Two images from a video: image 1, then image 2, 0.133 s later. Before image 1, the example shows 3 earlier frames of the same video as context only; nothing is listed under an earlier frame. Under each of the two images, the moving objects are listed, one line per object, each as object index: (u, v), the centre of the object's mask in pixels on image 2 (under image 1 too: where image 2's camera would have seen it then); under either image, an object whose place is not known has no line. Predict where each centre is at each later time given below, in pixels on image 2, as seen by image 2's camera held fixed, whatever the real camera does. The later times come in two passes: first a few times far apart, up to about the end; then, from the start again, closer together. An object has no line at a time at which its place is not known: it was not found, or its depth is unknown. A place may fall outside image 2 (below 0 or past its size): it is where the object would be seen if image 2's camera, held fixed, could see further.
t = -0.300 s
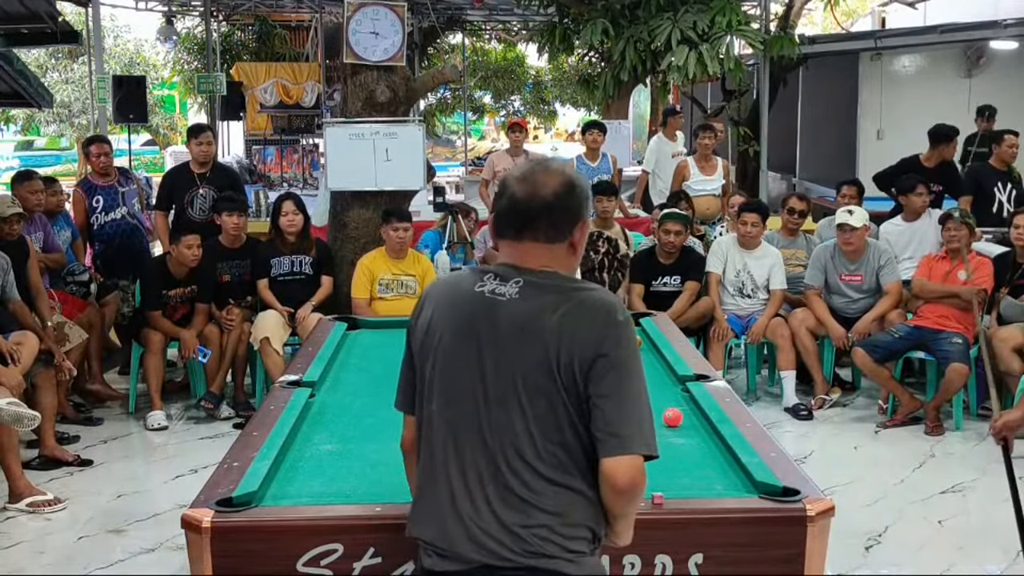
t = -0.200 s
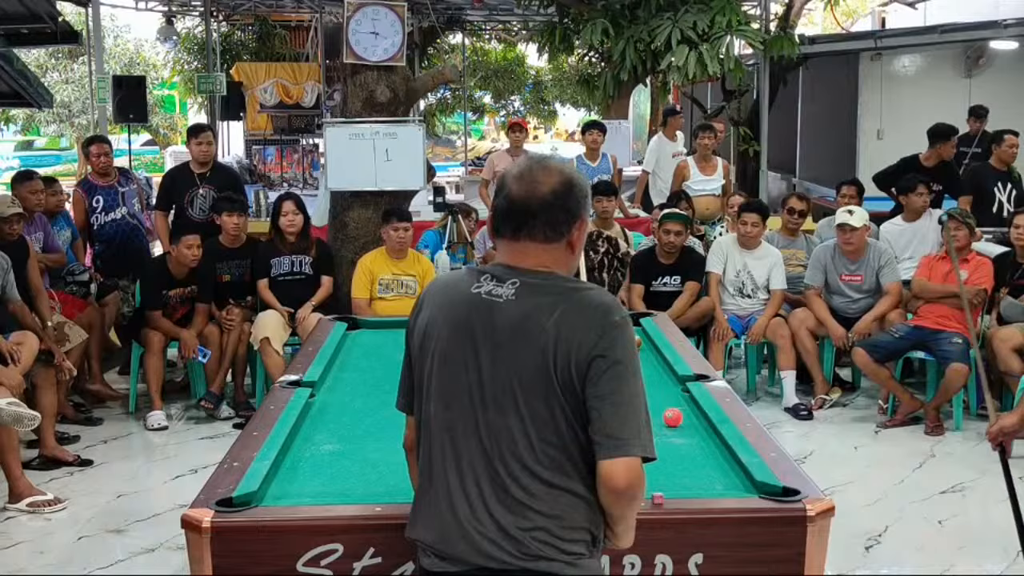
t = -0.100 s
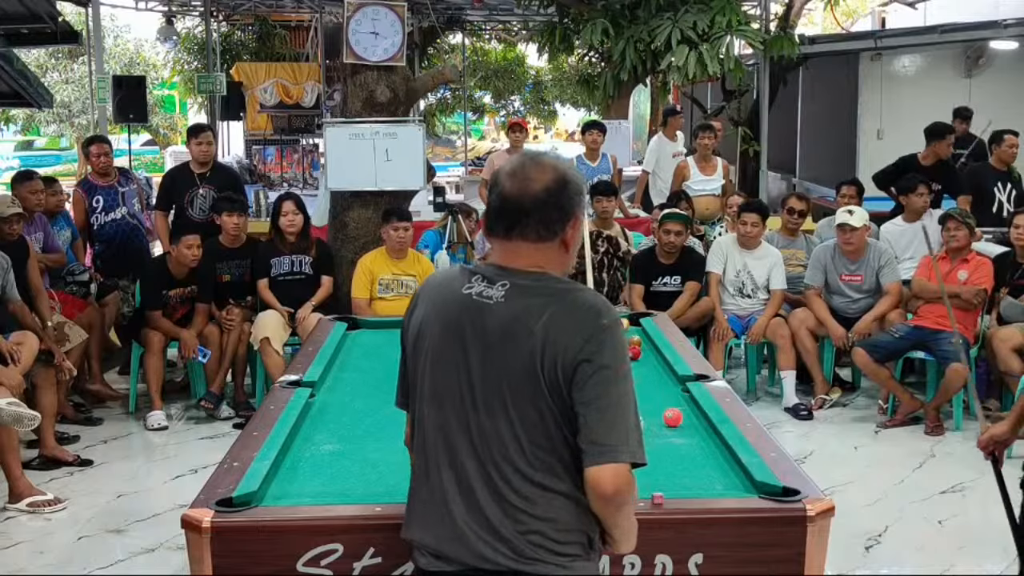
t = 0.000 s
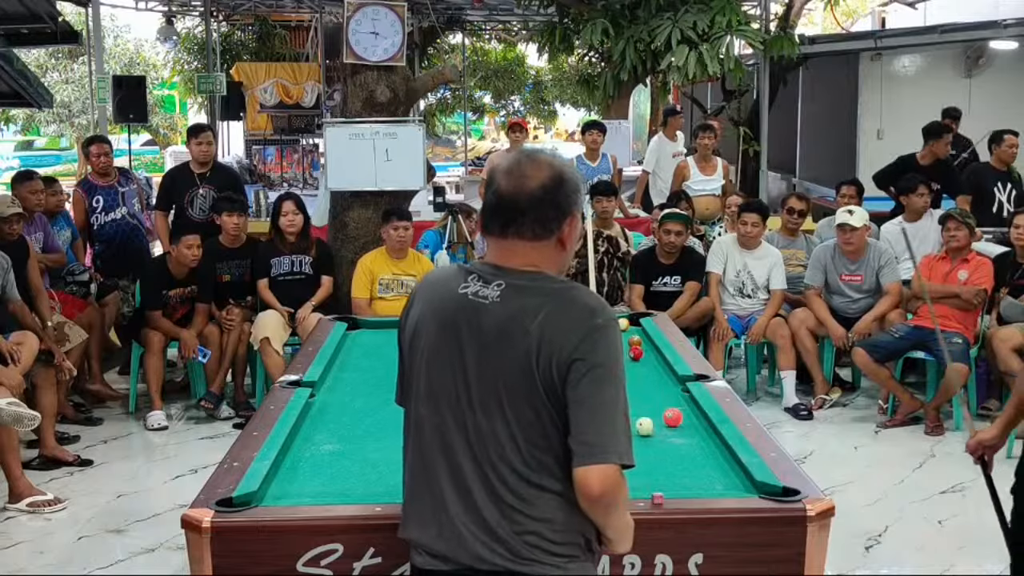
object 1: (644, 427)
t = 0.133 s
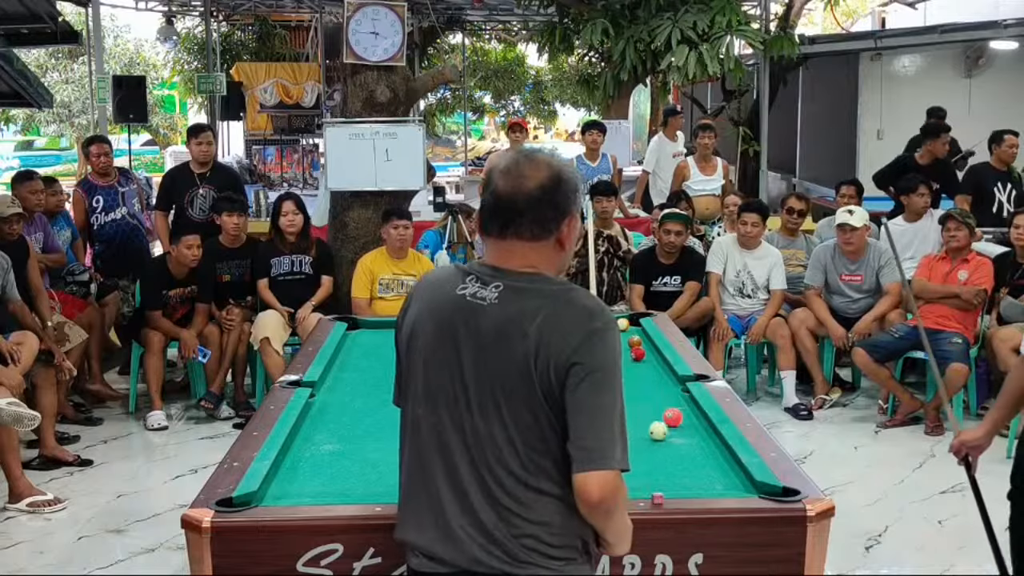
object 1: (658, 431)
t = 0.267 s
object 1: (672, 434)
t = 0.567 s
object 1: (703, 443)
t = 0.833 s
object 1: (719, 450)
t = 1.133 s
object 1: (711, 457)
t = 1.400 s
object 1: (705, 462)
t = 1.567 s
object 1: (701, 465)
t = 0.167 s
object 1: (662, 431)
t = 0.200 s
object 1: (665, 433)
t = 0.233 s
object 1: (668, 434)
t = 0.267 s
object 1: (672, 434)
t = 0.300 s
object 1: (675, 435)
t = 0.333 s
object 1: (678, 436)
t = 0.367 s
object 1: (682, 438)
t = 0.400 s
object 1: (686, 438)
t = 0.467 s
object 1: (693, 440)
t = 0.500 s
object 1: (696, 441)
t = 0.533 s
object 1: (699, 442)
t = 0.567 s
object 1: (703, 443)
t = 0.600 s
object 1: (706, 444)
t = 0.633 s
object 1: (709, 445)
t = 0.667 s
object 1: (713, 446)
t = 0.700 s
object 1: (716, 447)
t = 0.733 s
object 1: (719, 448)
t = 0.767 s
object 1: (721, 449)
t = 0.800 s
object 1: (720, 450)
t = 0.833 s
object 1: (719, 450)
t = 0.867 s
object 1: (718, 451)
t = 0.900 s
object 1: (717, 452)
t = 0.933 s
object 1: (717, 453)
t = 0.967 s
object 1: (716, 453)
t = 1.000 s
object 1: (714, 454)
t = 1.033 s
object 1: (714, 455)
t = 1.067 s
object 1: (713, 455)
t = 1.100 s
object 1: (712, 456)
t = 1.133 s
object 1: (711, 457)
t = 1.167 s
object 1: (710, 458)
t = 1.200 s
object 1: (710, 458)
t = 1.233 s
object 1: (709, 459)
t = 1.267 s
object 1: (708, 460)
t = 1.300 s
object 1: (707, 460)
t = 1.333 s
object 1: (706, 461)
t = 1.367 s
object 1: (706, 462)
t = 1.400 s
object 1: (705, 462)
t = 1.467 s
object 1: (704, 463)
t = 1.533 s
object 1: (702, 465)
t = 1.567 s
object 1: (701, 465)
